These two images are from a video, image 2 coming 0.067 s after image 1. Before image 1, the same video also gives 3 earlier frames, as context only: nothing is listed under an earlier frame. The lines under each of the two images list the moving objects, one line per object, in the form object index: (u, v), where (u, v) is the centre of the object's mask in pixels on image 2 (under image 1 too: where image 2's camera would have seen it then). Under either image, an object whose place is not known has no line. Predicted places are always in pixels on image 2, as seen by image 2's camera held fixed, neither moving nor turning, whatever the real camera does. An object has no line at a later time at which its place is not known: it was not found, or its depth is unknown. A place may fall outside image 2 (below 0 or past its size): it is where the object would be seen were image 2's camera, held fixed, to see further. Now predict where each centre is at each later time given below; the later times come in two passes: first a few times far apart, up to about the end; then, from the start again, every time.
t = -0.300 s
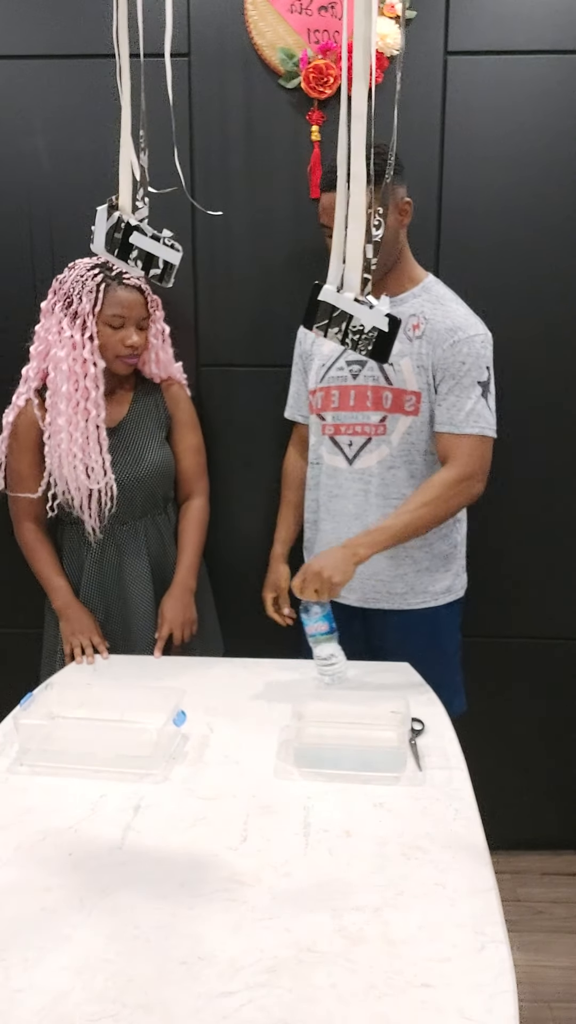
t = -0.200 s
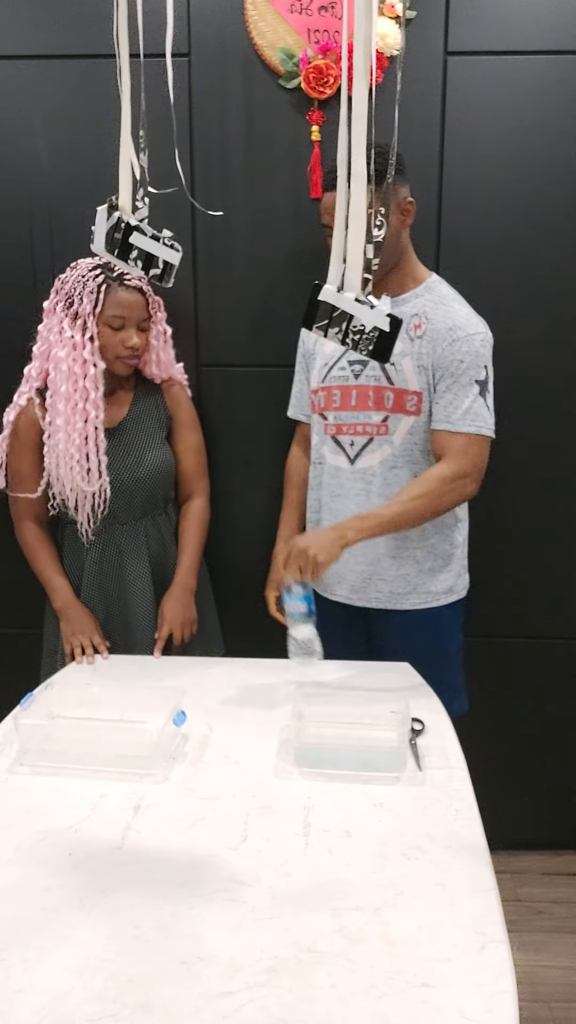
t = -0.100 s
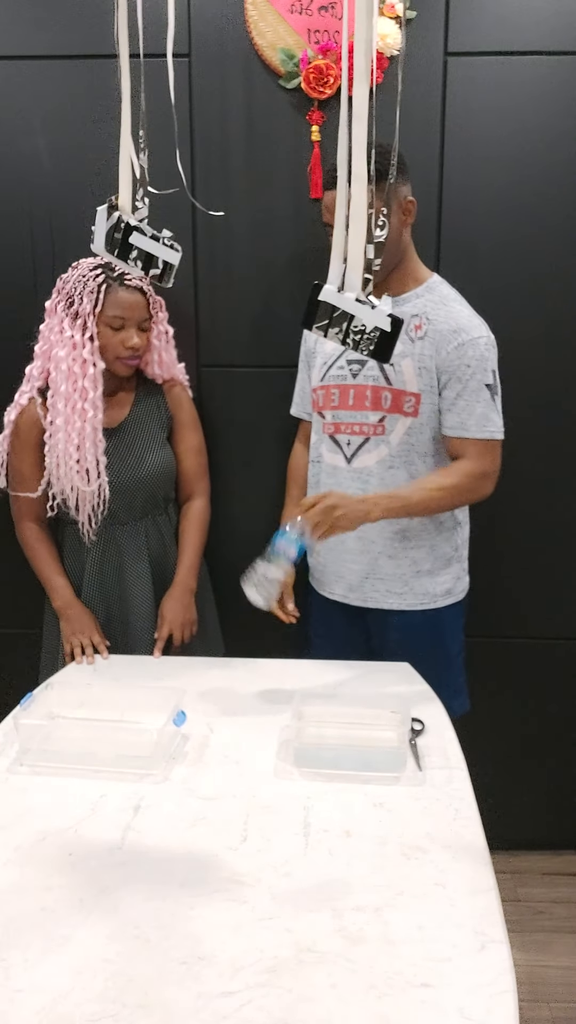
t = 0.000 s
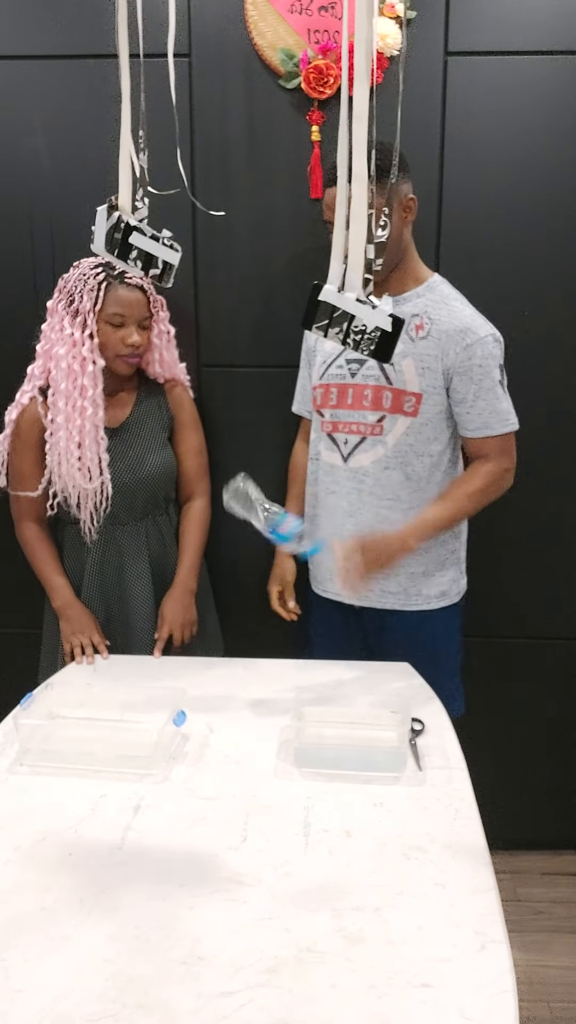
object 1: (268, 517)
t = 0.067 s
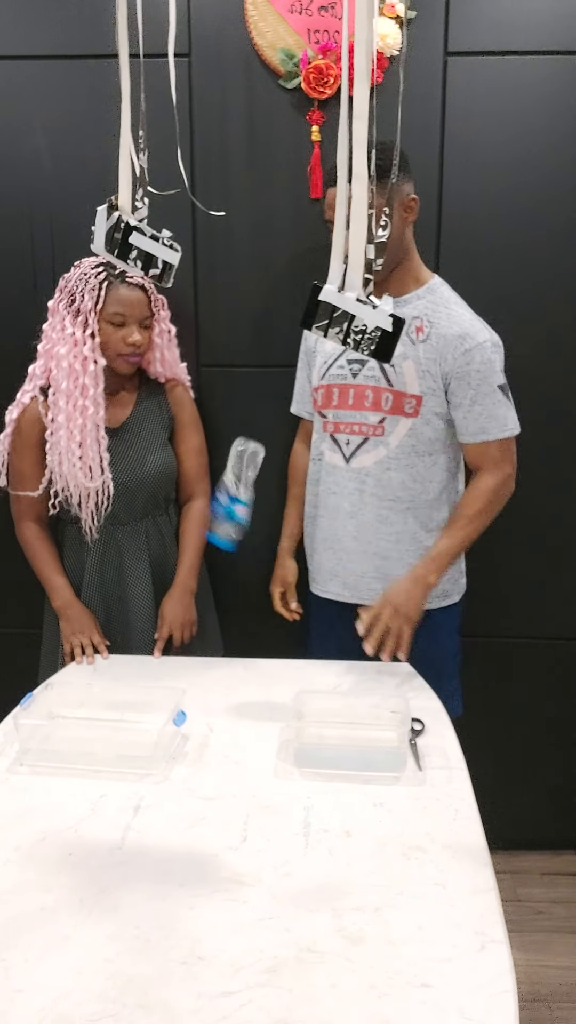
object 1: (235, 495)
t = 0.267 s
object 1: (211, 511)
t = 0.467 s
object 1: (186, 675)
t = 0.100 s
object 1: (224, 479)
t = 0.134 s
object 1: (221, 470)
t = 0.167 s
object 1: (219, 471)
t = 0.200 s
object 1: (217, 478)
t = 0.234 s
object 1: (214, 492)
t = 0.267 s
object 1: (211, 511)
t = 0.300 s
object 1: (208, 535)
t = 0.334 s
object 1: (207, 565)
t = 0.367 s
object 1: (206, 599)
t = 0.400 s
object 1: (199, 630)
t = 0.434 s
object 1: (190, 657)
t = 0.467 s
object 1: (186, 675)
